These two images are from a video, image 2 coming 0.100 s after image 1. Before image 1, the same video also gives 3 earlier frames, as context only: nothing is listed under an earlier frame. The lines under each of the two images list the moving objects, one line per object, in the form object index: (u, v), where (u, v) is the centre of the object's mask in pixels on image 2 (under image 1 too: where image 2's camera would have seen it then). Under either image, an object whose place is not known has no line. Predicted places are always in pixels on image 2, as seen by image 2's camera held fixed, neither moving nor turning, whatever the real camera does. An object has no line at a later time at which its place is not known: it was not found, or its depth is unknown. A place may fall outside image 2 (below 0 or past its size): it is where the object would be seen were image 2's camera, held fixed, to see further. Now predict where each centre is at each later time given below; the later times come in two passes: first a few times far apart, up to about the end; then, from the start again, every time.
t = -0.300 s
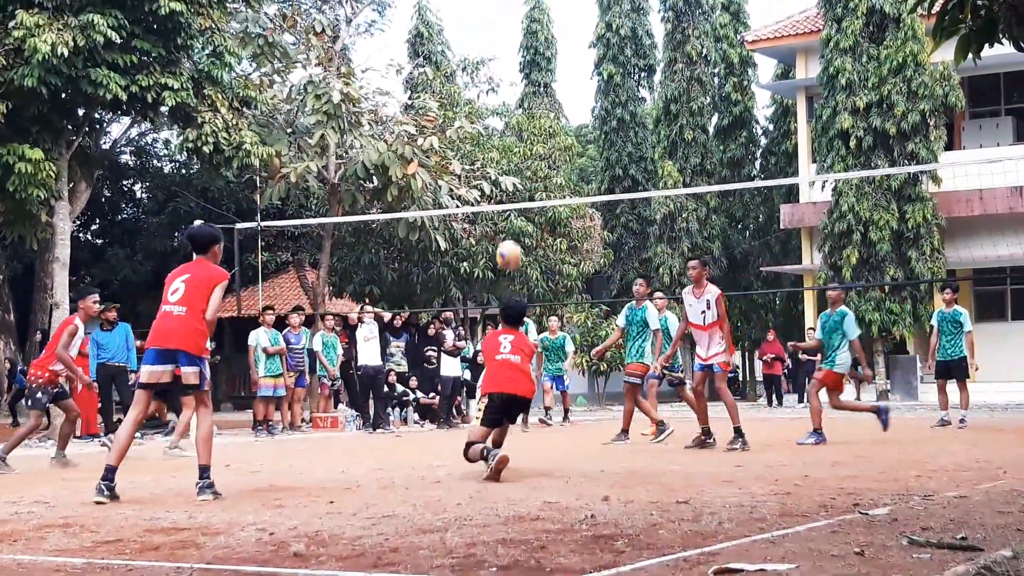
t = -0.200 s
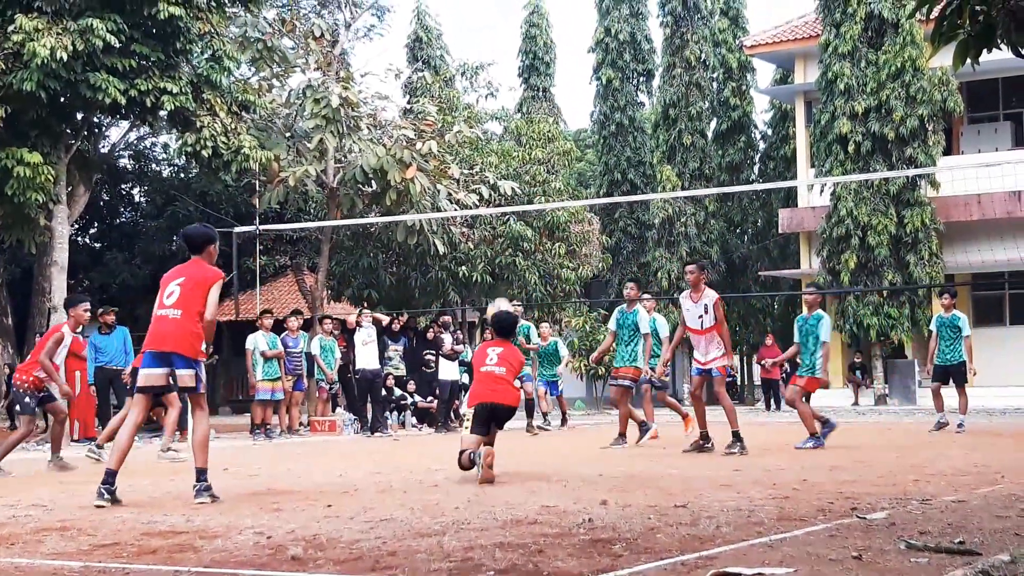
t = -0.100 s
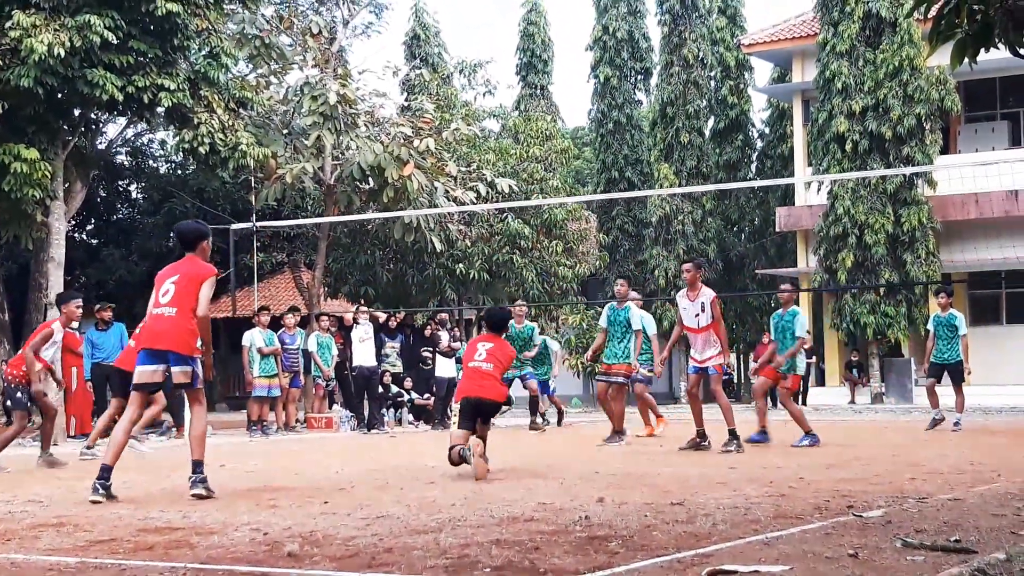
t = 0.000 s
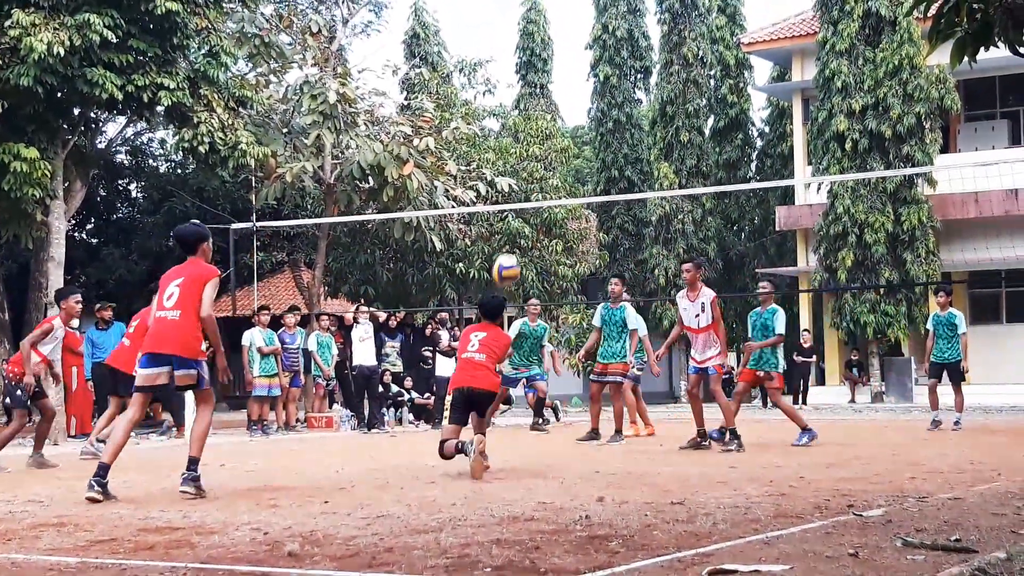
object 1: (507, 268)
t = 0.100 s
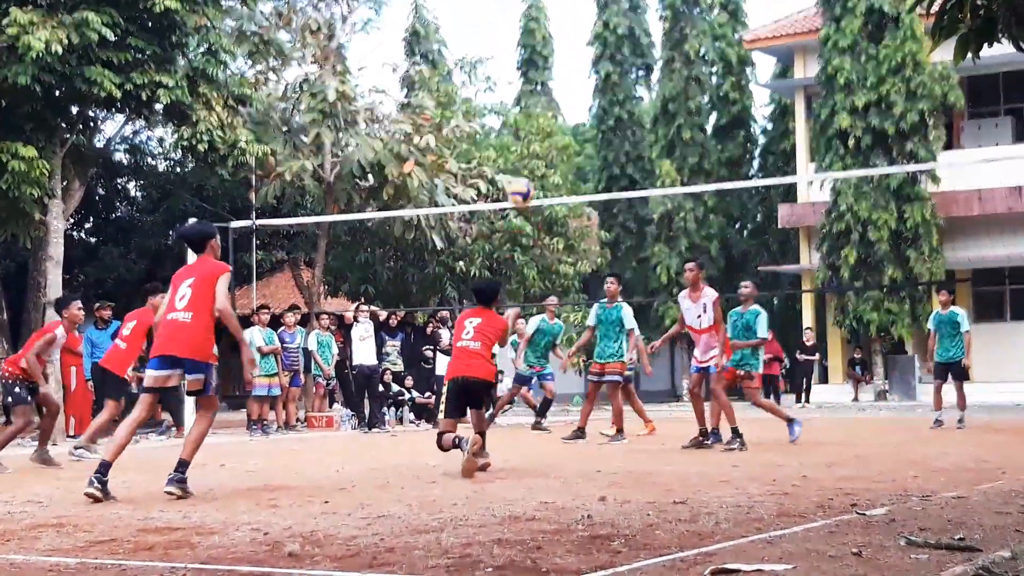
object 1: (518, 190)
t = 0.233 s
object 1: (539, 115)
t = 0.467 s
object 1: (569, 36)
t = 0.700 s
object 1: (600, 23)
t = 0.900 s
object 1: (625, 62)
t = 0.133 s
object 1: (525, 169)
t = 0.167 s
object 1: (529, 150)
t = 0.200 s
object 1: (534, 132)
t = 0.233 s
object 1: (539, 115)
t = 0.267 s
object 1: (542, 100)
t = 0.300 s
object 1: (547, 85)
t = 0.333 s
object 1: (550, 73)
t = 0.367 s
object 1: (555, 62)
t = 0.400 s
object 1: (559, 52)
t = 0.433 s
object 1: (565, 43)
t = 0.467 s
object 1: (569, 36)
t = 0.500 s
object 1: (573, 30)
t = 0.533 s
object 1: (578, 26)
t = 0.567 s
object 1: (582, 23)
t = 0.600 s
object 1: (587, 22)
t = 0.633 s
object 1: (591, 21)
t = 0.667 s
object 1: (595, 21)
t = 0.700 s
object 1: (600, 23)
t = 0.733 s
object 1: (604, 27)
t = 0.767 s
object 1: (606, 31)
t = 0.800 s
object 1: (612, 38)
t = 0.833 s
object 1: (617, 45)
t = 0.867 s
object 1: (620, 53)
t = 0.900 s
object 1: (625, 62)
